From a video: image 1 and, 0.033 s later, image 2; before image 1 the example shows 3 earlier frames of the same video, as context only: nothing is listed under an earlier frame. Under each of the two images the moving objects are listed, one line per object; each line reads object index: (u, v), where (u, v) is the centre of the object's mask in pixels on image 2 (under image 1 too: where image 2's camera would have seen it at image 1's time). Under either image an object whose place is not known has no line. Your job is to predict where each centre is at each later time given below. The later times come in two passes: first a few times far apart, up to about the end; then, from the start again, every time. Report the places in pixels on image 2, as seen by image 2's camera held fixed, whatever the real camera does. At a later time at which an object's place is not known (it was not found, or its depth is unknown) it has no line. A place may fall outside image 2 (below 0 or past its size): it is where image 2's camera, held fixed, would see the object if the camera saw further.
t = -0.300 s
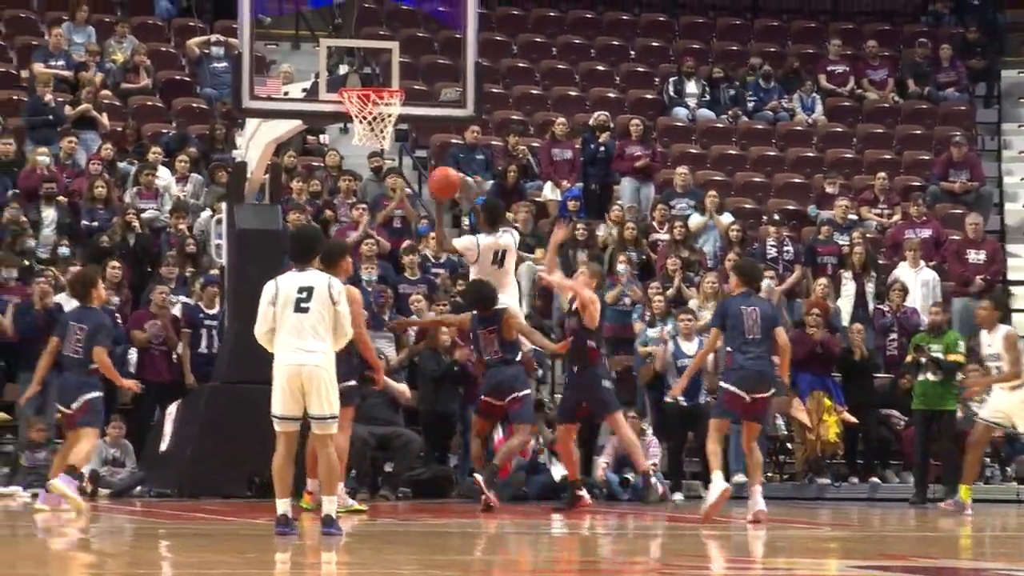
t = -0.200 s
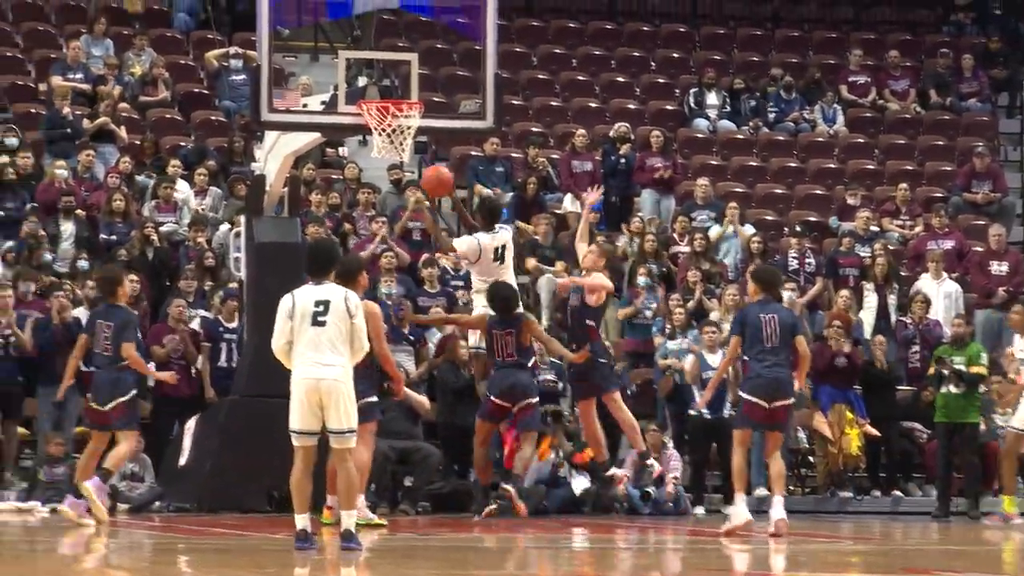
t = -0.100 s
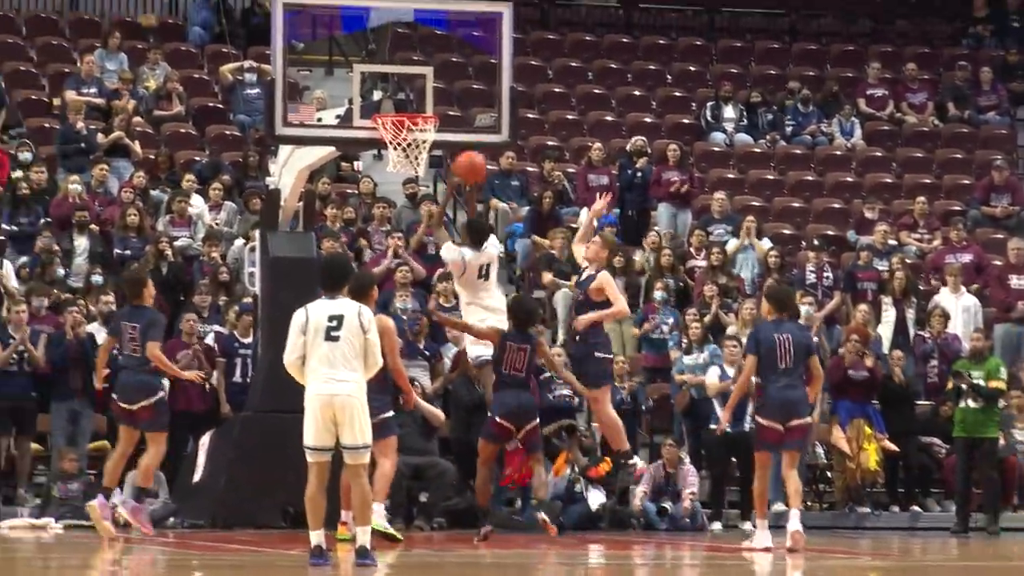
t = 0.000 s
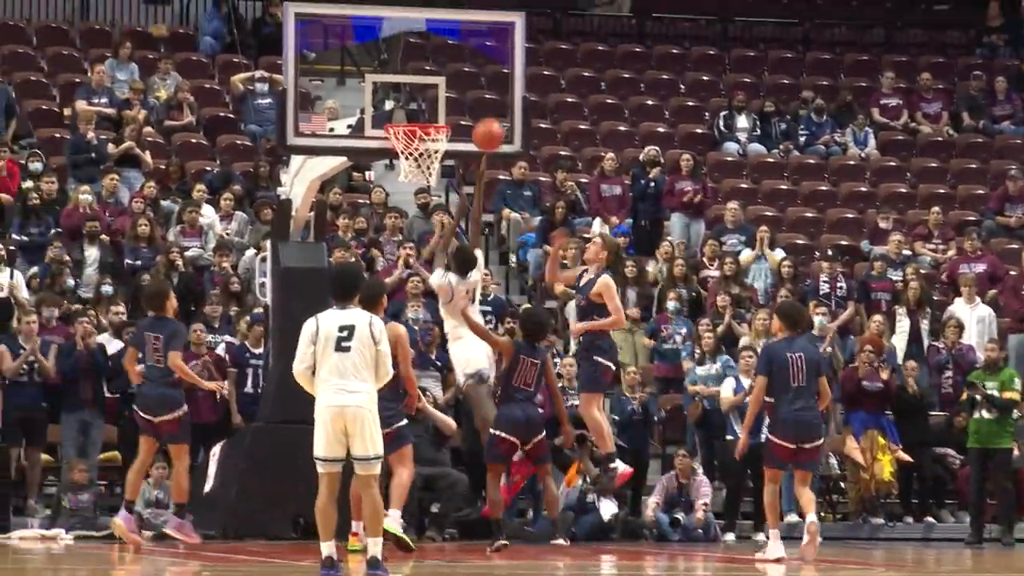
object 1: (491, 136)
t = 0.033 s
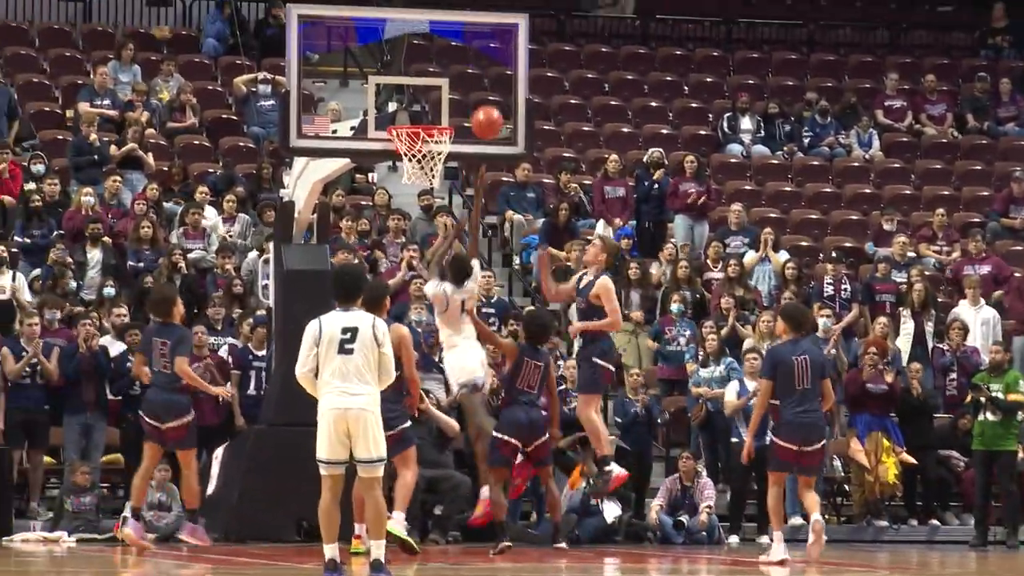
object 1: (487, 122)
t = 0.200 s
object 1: (464, 68)
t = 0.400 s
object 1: (437, 52)
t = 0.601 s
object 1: (430, 79)
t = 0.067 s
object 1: (482, 108)
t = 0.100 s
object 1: (478, 96)
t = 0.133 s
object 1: (473, 86)
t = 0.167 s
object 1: (469, 76)
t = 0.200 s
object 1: (464, 68)
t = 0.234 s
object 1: (460, 62)
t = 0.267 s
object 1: (455, 58)
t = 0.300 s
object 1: (450, 54)
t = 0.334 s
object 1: (445, 52)
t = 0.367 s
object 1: (441, 52)
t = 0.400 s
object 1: (437, 52)
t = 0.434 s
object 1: (432, 55)
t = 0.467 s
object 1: (427, 59)
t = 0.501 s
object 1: (427, 62)
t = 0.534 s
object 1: (428, 66)
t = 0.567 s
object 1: (429, 71)
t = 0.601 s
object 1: (430, 79)
